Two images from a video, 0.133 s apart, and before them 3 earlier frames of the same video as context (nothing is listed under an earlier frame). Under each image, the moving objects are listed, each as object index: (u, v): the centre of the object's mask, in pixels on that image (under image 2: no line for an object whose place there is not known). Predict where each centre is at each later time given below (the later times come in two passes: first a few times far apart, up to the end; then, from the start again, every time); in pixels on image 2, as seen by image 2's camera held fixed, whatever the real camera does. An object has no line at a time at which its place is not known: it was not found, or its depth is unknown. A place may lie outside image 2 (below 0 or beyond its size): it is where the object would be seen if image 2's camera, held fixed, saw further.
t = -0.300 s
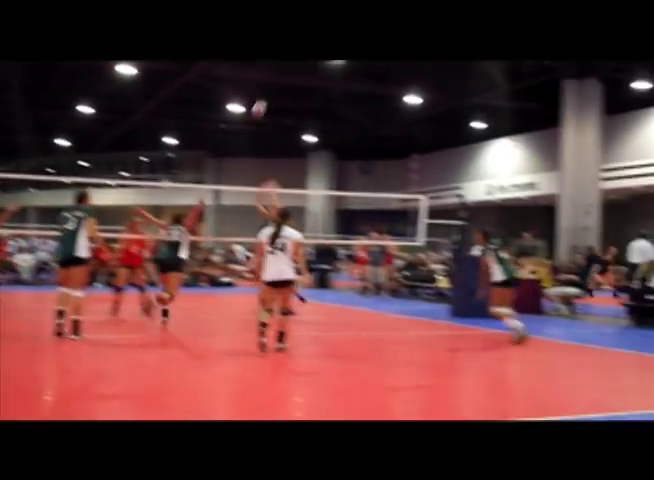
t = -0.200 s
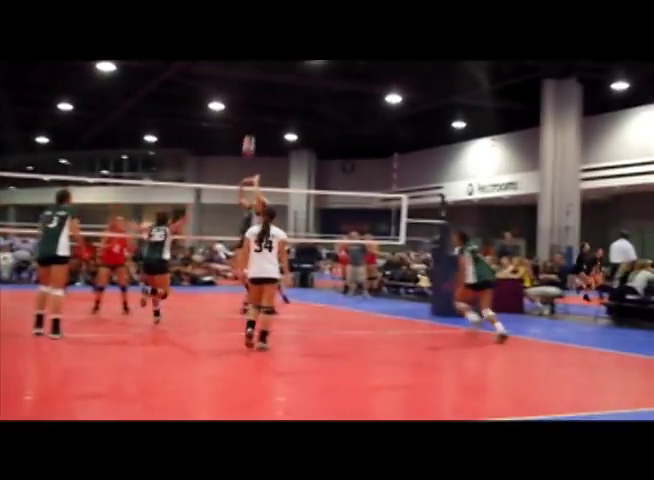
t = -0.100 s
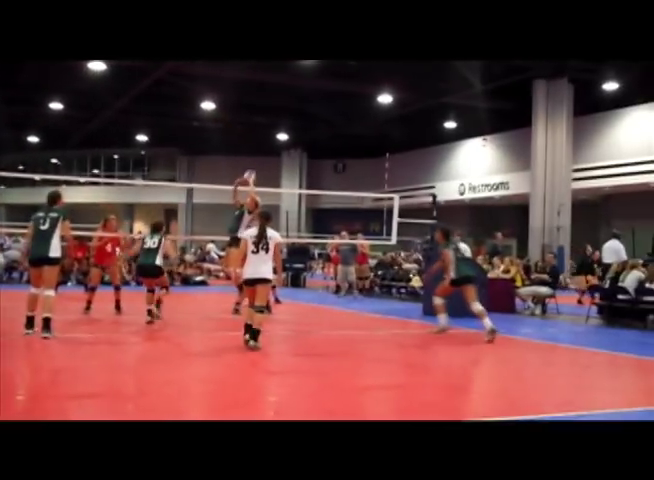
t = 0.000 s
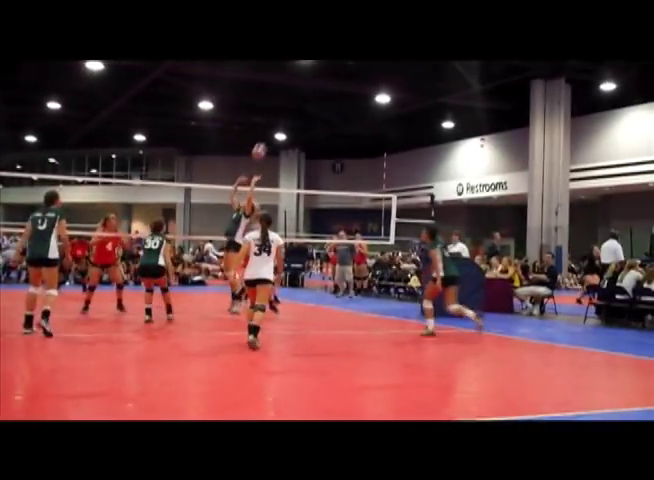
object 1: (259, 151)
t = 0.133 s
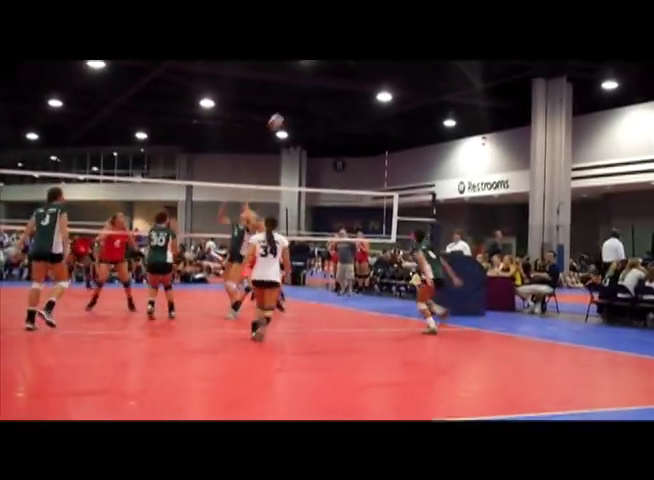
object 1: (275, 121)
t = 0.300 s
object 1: (293, 102)
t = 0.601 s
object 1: (320, 108)
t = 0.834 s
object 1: (341, 147)
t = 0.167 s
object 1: (279, 116)
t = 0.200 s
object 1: (283, 112)
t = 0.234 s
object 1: (286, 107)
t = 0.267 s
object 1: (289, 104)
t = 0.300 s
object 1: (293, 102)
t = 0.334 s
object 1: (296, 100)
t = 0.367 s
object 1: (300, 99)
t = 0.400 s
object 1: (303, 98)
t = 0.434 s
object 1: (306, 98)
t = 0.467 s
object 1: (309, 99)
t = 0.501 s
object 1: (311, 100)
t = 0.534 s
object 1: (315, 102)
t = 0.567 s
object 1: (318, 104)
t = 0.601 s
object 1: (320, 108)
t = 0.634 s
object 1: (324, 112)
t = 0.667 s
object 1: (327, 116)
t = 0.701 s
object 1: (330, 121)
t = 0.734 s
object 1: (333, 127)
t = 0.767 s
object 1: (335, 133)
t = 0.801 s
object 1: (338, 140)
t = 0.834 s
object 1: (341, 147)
